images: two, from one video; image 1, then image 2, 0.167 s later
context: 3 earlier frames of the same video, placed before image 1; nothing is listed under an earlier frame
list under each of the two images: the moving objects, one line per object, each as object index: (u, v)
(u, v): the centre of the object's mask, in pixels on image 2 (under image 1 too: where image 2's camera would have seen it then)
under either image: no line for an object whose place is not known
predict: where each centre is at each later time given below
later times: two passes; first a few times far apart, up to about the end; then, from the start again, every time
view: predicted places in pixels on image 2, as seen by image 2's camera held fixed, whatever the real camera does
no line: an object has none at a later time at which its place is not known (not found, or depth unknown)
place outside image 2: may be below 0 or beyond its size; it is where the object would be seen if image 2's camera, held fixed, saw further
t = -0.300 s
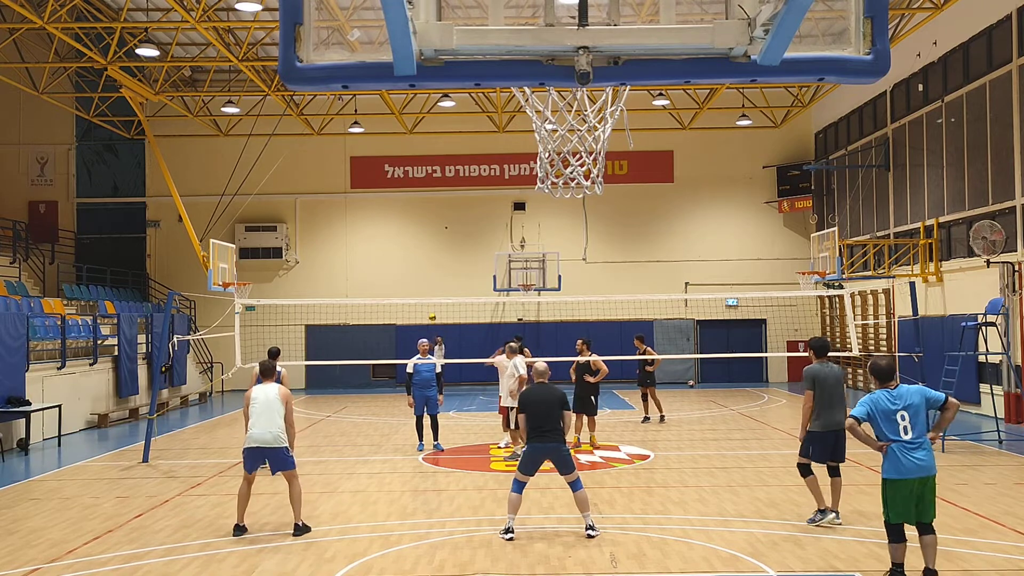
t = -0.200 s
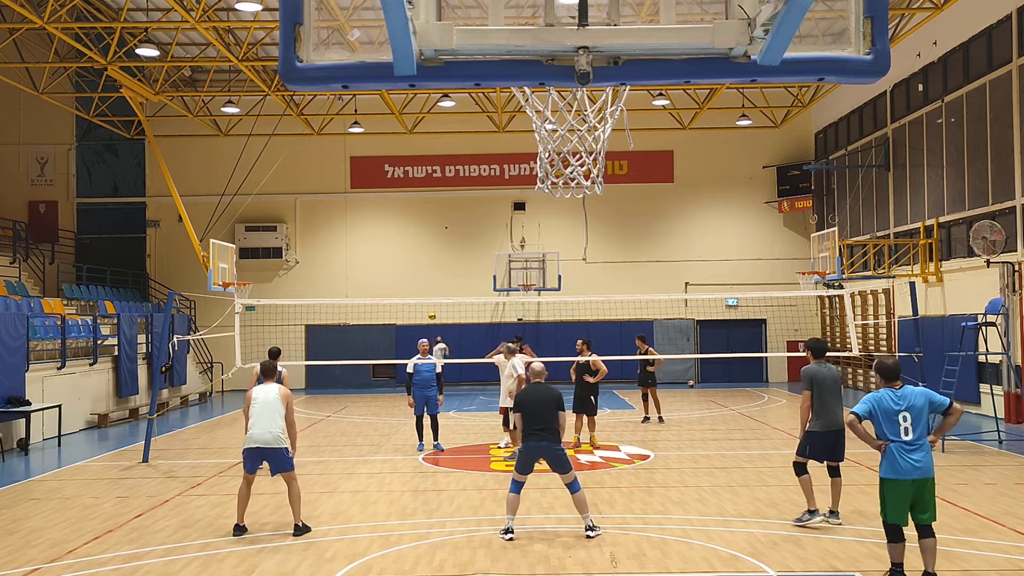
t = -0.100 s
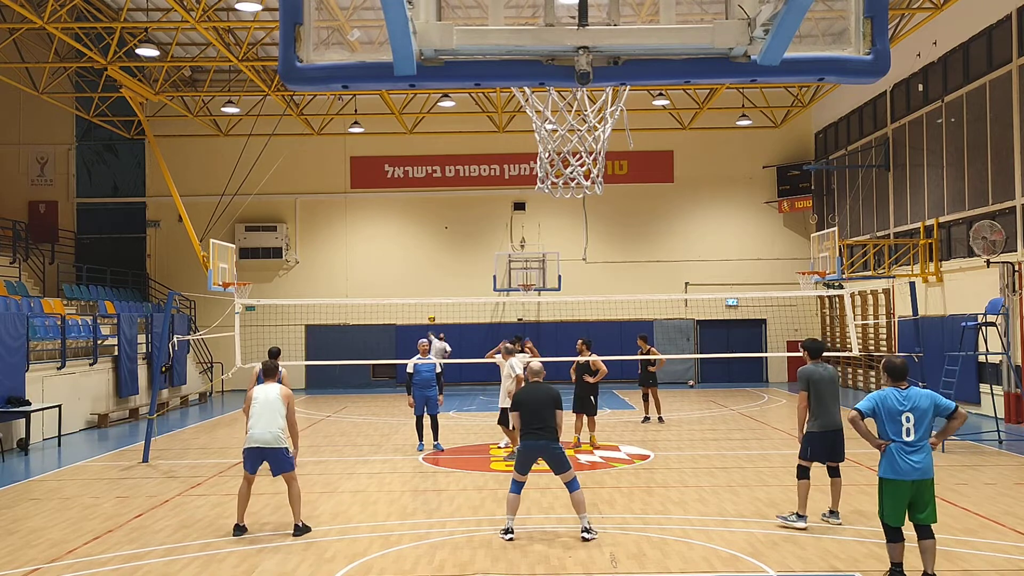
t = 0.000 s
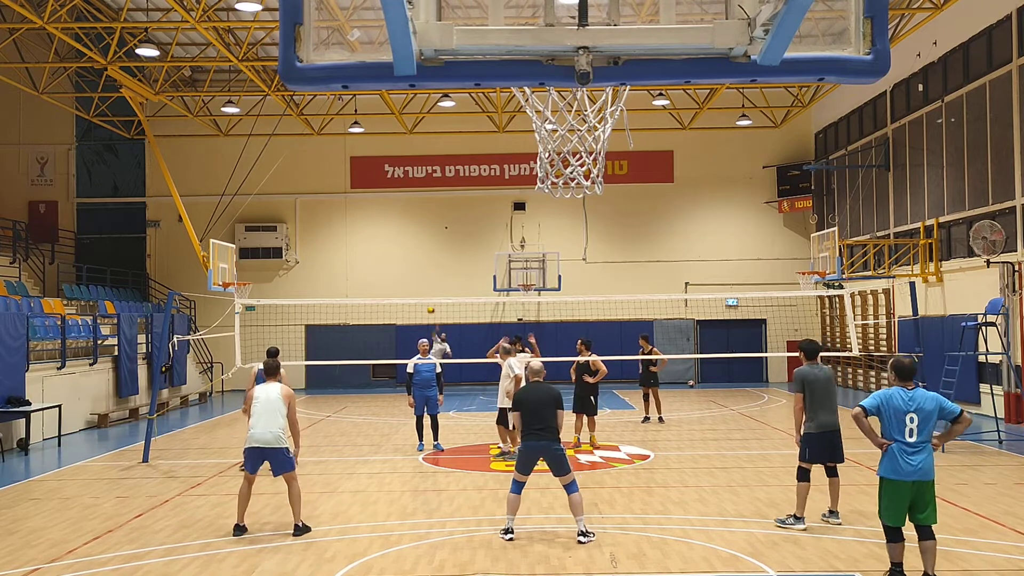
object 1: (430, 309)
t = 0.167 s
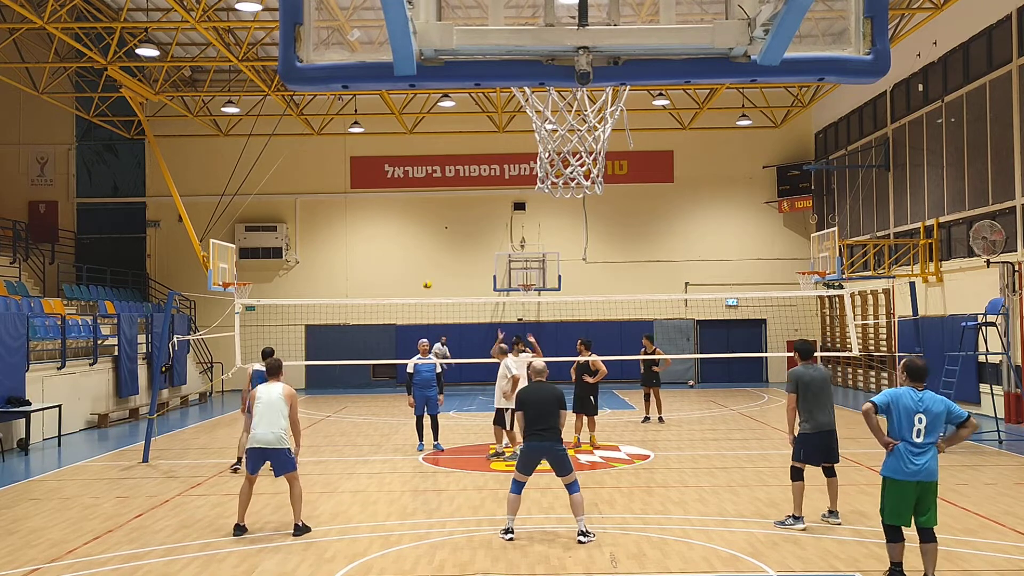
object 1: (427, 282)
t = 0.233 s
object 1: (424, 272)
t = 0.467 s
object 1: (411, 257)
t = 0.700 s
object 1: (387, 270)
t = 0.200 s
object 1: (426, 278)
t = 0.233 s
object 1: (424, 272)
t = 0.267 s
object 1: (423, 269)
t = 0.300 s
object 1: (422, 266)
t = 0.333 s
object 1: (420, 264)
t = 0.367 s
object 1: (419, 263)
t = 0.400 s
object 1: (417, 261)
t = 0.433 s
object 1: (414, 260)
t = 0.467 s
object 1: (411, 257)
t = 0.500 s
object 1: (410, 258)
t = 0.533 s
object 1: (407, 260)
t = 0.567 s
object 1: (403, 260)
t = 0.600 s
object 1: (401, 259)
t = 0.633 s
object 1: (396, 262)
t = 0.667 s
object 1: (391, 267)
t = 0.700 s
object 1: (387, 270)
